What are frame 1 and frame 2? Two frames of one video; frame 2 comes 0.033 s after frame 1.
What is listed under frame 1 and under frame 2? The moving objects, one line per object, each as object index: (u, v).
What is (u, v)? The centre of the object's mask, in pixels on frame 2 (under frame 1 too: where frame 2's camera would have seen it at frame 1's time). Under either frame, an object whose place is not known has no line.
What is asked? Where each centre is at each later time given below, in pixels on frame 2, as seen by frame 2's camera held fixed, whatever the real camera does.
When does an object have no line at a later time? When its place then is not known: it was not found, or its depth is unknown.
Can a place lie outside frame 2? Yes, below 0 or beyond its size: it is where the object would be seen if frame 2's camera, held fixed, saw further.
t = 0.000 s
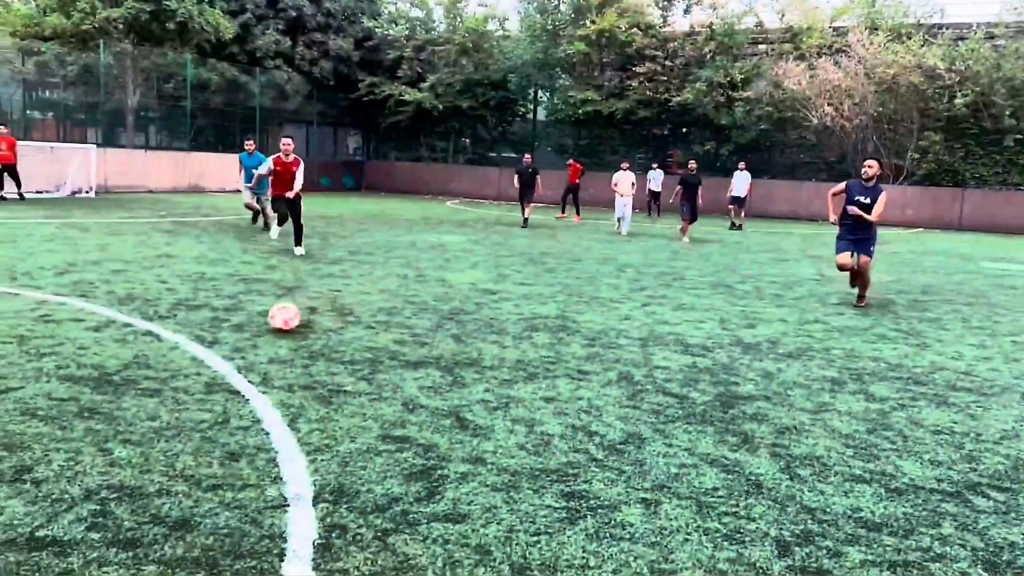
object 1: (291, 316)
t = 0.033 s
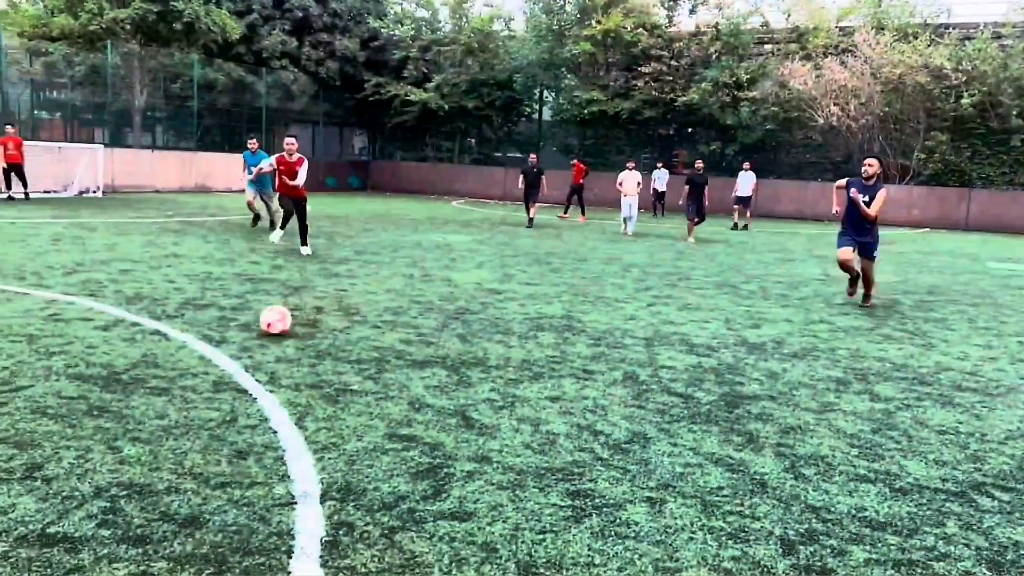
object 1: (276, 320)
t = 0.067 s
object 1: (259, 326)
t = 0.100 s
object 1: (242, 330)
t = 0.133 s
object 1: (224, 333)
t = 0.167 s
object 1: (204, 338)
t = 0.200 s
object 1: (183, 346)
